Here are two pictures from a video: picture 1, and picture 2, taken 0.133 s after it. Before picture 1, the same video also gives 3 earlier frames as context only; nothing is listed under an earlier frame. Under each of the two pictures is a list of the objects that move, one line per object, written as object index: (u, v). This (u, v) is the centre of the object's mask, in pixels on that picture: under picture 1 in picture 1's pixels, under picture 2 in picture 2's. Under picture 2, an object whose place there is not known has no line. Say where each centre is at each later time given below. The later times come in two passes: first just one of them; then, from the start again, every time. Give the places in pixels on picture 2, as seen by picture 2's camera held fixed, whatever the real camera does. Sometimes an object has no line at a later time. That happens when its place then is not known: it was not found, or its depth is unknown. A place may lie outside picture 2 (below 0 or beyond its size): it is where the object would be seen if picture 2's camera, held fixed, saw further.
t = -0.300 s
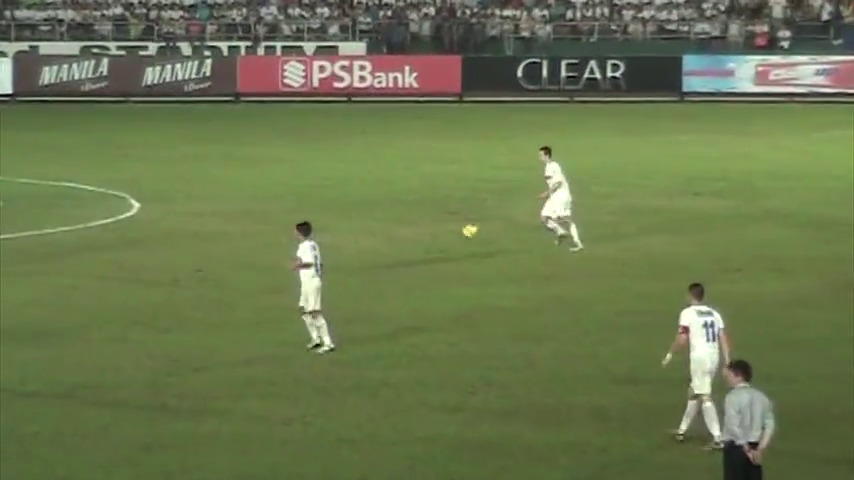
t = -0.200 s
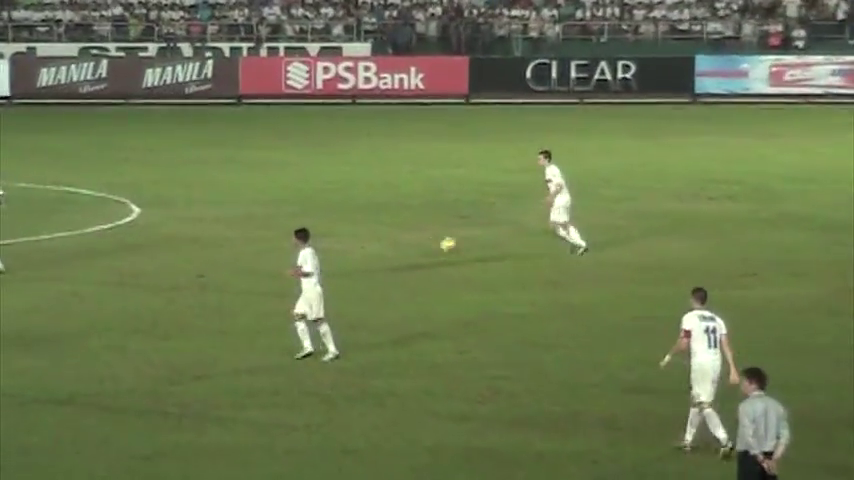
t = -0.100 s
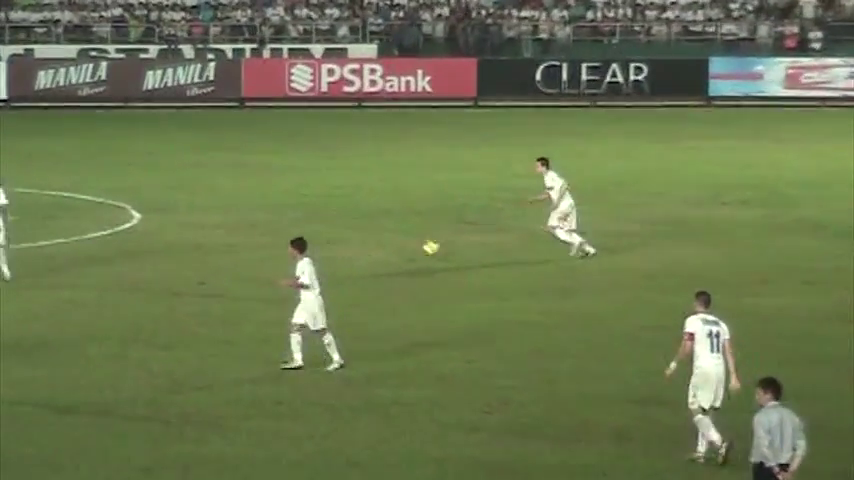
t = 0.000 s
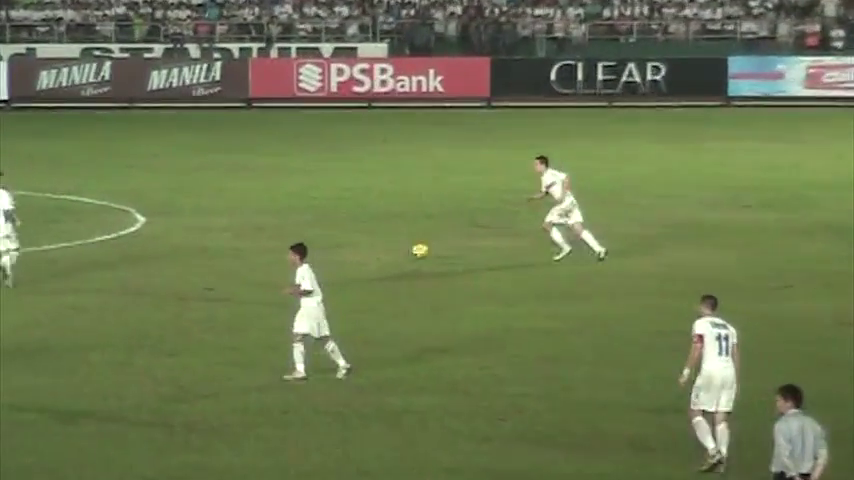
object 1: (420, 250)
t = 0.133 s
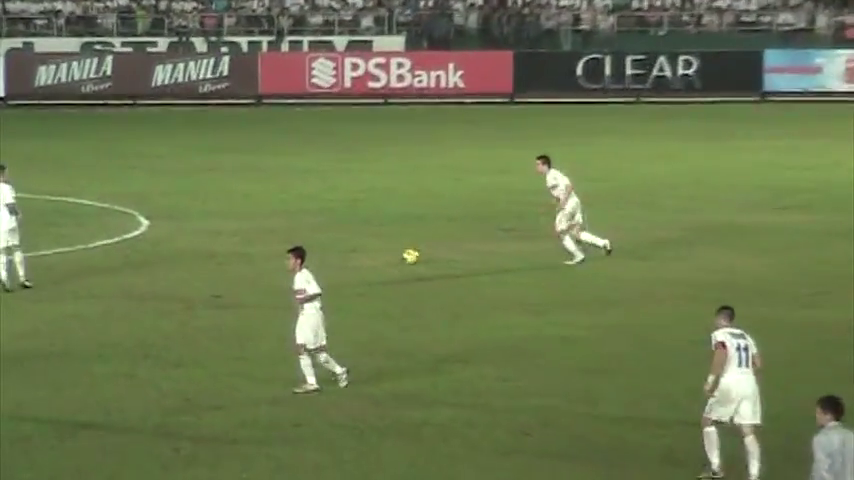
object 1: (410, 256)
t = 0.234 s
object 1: (395, 255)
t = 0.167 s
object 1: (404, 256)
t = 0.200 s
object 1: (400, 255)
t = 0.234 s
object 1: (395, 255)
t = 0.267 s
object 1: (392, 255)
